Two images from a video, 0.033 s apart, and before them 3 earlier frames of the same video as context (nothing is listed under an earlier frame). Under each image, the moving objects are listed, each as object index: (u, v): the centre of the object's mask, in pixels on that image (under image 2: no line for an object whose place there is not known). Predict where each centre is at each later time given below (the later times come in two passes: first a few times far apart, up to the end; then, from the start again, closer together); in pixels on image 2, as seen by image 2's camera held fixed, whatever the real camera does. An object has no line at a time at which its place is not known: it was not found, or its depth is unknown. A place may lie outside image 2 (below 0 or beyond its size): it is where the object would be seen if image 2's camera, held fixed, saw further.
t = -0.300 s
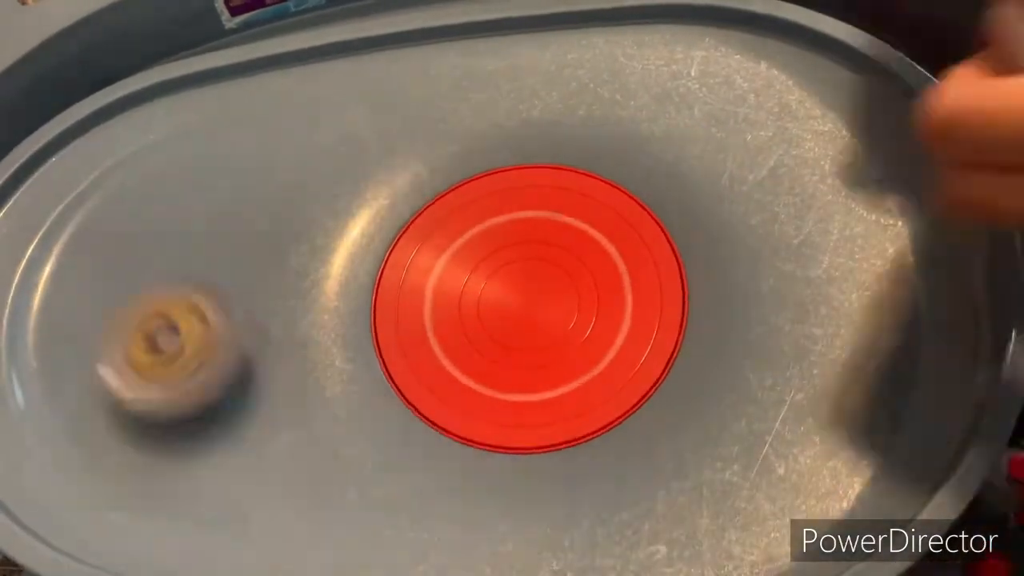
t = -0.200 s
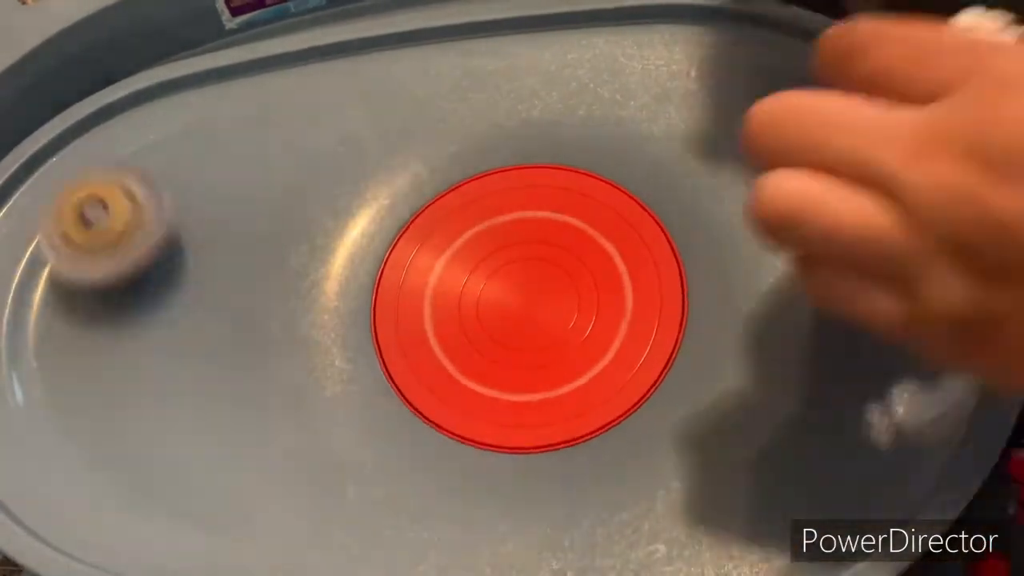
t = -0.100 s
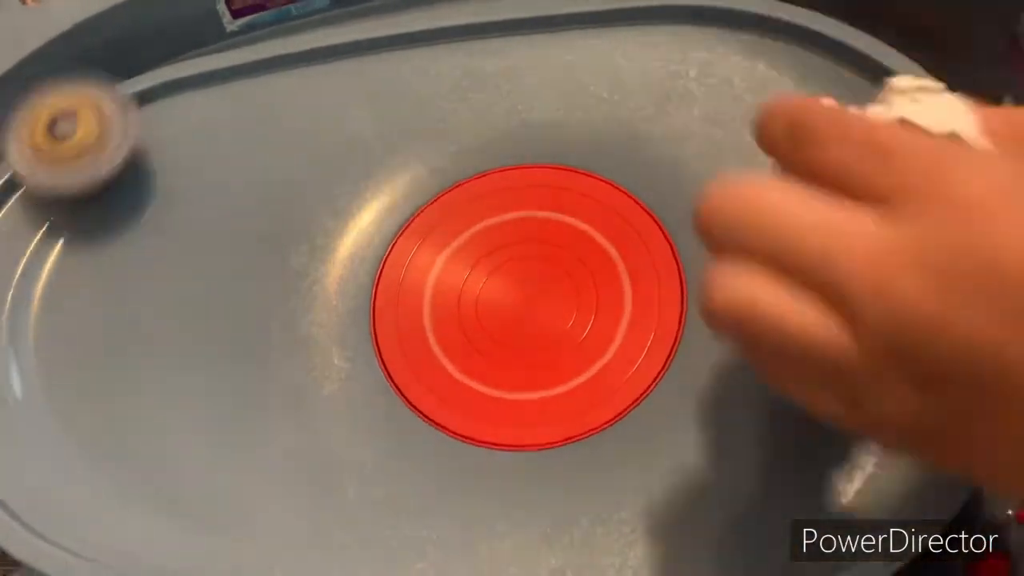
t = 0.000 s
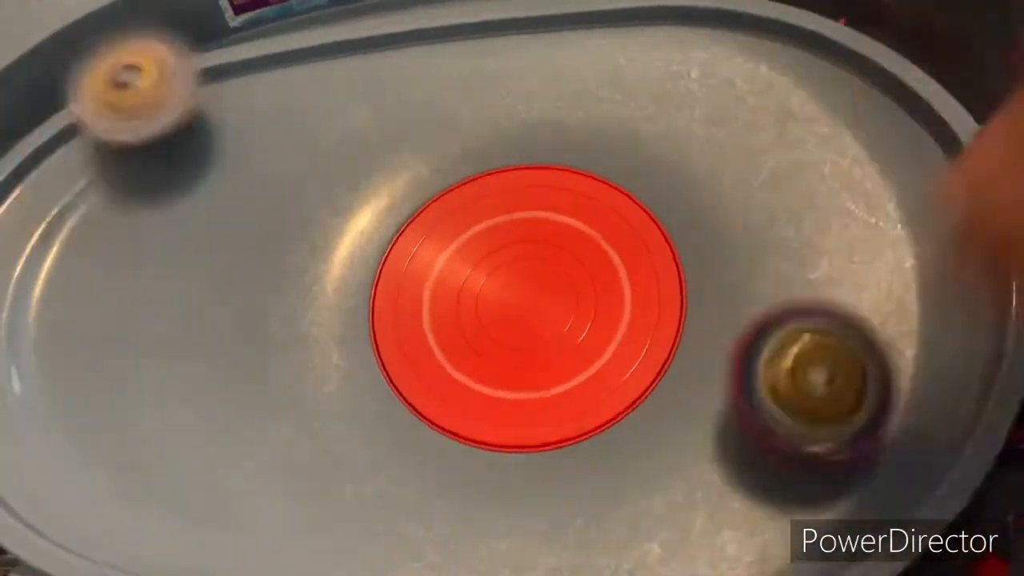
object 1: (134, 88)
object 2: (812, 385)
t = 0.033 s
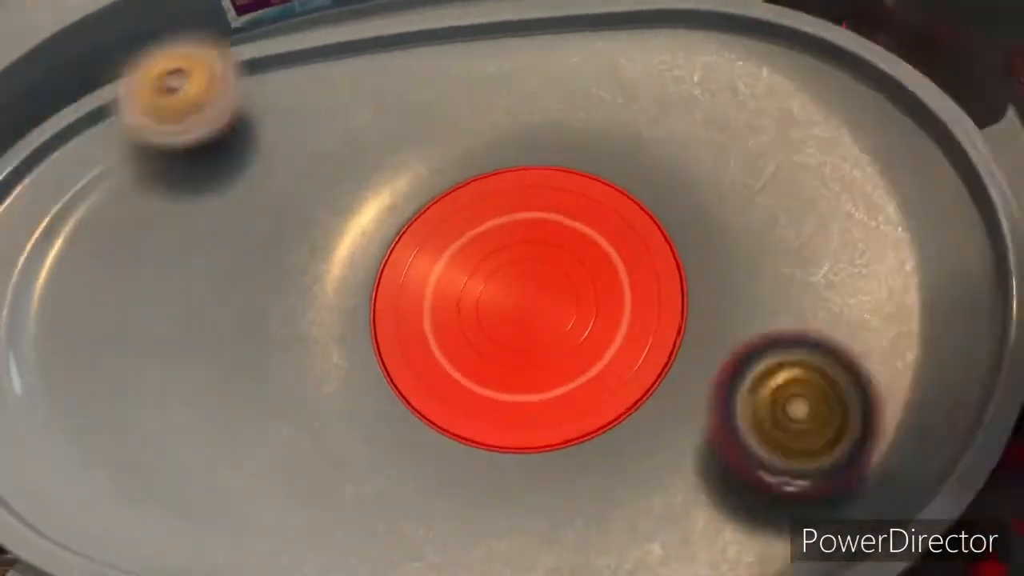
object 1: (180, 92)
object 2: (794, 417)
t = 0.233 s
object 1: (458, 65)
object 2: (654, 469)
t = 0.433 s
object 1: (778, 191)
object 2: (498, 380)
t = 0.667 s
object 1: (694, 483)
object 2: (364, 146)
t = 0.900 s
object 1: (266, 400)
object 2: (402, 105)
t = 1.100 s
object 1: (147, 153)
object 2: (459, 257)
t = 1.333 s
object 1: (272, 98)
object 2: (532, 363)
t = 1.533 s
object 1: (517, 104)
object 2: (402, 328)
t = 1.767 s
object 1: (705, 389)
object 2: (410, 159)
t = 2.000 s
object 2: (667, 207)
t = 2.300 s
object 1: (279, 249)
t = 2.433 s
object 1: (421, 136)
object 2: (446, 360)
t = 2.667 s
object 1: (734, 216)
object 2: (302, 160)
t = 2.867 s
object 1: (753, 498)
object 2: (284, 167)
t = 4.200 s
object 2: (640, 296)
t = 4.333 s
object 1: (759, 248)
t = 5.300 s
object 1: (685, 193)
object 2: (526, 305)
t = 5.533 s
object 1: (840, 316)
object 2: (494, 193)
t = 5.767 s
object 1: (668, 389)
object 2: (640, 175)
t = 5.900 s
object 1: (476, 392)
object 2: (645, 282)
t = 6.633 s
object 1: (421, 79)
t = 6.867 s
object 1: (414, 188)
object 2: (773, 95)
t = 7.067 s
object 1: (492, 277)
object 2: (828, 111)
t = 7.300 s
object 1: (569, 329)
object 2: (737, 224)
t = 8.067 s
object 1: (565, 126)
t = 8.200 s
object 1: (643, 187)
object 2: (410, 182)
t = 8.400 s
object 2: (454, 41)
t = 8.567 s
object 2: (395, 108)
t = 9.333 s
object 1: (590, 146)
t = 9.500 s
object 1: (744, 206)
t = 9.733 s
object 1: (894, 296)
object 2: (719, 267)
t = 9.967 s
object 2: (605, 164)
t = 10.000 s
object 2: (576, 143)
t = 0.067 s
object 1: (225, 94)
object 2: (775, 433)
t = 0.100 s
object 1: (268, 91)
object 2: (753, 449)
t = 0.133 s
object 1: (309, 83)
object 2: (727, 462)
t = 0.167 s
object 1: (354, 74)
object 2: (704, 469)
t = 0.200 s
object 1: (406, 68)
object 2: (680, 471)
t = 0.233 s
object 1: (458, 65)
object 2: (654, 469)
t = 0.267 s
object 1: (515, 69)
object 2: (629, 464)
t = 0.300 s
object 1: (569, 78)
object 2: (603, 453)
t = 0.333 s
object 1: (625, 94)
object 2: (577, 439)
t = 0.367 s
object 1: (681, 122)
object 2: (553, 419)
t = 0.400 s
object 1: (734, 152)
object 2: (527, 401)
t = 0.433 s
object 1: (778, 191)
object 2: (498, 380)
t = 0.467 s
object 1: (818, 236)
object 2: (463, 348)
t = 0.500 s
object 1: (853, 288)
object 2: (433, 320)
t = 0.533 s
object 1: (877, 349)
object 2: (402, 281)
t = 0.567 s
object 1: (891, 408)
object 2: (378, 246)
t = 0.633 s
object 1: (765, 459)
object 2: (363, 172)
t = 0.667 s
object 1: (694, 483)
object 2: (364, 146)
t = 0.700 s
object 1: (620, 496)
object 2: (369, 124)
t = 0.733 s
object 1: (554, 497)
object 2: (376, 109)
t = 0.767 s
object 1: (483, 497)
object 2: (382, 99)
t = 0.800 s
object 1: (421, 485)
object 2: (388, 93)
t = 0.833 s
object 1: (357, 461)
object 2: (393, 92)
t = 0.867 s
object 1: (311, 436)
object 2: (399, 96)
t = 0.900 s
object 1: (266, 400)
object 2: (402, 105)
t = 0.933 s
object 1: (230, 366)
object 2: (405, 122)
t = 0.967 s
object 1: (200, 323)
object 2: (410, 142)
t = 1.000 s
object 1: (177, 279)
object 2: (414, 166)
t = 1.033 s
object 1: (162, 235)
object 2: (423, 198)
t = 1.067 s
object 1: (153, 193)
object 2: (440, 228)
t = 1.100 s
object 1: (147, 153)
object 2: (459, 257)
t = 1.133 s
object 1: (143, 114)
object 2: (482, 282)
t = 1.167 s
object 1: (142, 83)
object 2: (503, 301)
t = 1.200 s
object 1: (157, 81)
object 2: (522, 320)
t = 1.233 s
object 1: (184, 88)
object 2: (534, 334)
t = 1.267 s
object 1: (212, 91)
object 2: (540, 345)
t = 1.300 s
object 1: (242, 94)
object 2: (539, 356)
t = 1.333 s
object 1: (272, 98)
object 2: (532, 363)
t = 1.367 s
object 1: (304, 96)
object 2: (520, 369)
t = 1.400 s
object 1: (338, 93)
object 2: (501, 369)
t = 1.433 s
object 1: (377, 89)
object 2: (480, 369)
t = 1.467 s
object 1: (421, 87)
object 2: (453, 362)
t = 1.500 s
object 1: (464, 93)
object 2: (429, 348)
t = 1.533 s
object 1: (517, 104)
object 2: (402, 328)
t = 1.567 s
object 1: (564, 124)
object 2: (381, 302)
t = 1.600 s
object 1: (609, 152)
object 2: (364, 274)
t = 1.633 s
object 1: (650, 186)
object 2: (356, 241)
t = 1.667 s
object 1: (684, 226)
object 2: (361, 210)
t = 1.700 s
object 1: (704, 276)
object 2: (372, 187)
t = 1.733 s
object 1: (711, 332)
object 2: (389, 171)
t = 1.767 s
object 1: (705, 389)
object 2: (410, 159)
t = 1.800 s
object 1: (685, 452)
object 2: (436, 154)
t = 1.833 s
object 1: (659, 505)
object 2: (464, 154)
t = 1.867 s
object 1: (616, 536)
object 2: (496, 156)
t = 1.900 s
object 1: (567, 550)
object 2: (535, 161)
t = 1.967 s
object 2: (622, 184)
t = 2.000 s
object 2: (667, 207)
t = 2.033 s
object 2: (698, 241)
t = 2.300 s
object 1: (279, 249)
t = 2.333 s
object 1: (303, 216)
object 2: (584, 392)
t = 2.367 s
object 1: (334, 188)
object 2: (544, 385)
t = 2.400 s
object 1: (378, 158)
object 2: (499, 377)
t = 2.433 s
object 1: (421, 136)
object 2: (446, 360)
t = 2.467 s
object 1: (469, 118)
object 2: (392, 333)
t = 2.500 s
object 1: (517, 113)
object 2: (347, 297)
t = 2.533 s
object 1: (567, 112)
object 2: (328, 257)
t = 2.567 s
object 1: (609, 122)
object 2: (316, 225)
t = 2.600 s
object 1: (658, 145)
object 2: (310, 198)
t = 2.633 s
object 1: (701, 175)
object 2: (305, 176)
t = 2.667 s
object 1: (734, 216)
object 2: (302, 160)
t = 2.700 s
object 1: (765, 258)
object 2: (299, 150)
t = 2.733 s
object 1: (786, 306)
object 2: (297, 146)
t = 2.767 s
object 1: (794, 357)
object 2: (294, 146)
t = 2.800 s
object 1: (791, 411)
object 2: (291, 149)
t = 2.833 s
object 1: (782, 455)
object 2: (287, 157)
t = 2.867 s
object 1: (753, 498)
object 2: (284, 167)
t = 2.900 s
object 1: (717, 524)
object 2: (279, 181)
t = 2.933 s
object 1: (686, 535)
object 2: (275, 197)
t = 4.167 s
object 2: (624, 288)
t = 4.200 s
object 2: (640, 296)
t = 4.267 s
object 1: (810, 243)
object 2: (653, 329)
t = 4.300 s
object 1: (787, 246)
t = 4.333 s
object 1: (759, 248)
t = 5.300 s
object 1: (685, 193)
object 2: (526, 305)
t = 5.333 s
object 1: (740, 214)
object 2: (518, 307)
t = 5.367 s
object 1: (778, 230)
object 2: (503, 300)
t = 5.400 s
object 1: (808, 244)
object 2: (489, 291)
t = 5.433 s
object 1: (829, 265)
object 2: (479, 269)
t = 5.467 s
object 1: (837, 281)
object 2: (476, 246)
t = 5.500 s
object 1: (841, 298)
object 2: (481, 218)
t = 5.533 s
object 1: (840, 316)
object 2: (494, 193)
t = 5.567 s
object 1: (827, 332)
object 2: (518, 168)
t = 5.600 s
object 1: (816, 345)
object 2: (547, 148)
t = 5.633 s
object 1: (793, 360)
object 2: (579, 139)
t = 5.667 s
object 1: (769, 371)
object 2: (607, 143)
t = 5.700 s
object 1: (739, 380)
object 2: (626, 151)
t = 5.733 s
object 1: (705, 386)
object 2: (635, 166)
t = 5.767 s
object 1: (668, 389)
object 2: (640, 175)
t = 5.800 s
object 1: (627, 394)
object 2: (641, 191)
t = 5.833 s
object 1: (588, 397)
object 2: (643, 212)
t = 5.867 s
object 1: (537, 398)
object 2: (645, 243)
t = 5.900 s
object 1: (476, 392)
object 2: (645, 282)
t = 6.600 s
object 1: (397, 71)
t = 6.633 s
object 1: (421, 79)
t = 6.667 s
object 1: (448, 91)
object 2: (672, 195)
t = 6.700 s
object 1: (475, 107)
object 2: (650, 160)
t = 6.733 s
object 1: (492, 119)
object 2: (631, 138)
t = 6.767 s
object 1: (462, 131)
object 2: (667, 128)
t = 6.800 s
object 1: (436, 144)
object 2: (702, 118)
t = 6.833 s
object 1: (421, 166)
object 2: (734, 109)
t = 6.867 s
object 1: (414, 188)
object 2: (773, 95)
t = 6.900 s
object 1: (414, 208)
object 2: (806, 87)
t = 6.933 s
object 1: (420, 234)
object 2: (839, 76)
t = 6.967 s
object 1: (430, 250)
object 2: (859, 64)
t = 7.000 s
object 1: (451, 263)
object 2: (860, 74)
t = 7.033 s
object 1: (470, 271)
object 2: (843, 96)
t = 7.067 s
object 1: (492, 277)
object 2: (828, 111)
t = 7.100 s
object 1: (516, 275)
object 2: (813, 130)
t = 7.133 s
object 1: (536, 272)
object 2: (795, 151)
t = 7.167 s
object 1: (556, 272)
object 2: (777, 171)
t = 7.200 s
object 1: (579, 276)
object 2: (757, 193)
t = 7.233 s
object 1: (596, 281)
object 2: (737, 214)
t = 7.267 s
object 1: (592, 299)
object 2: (729, 224)
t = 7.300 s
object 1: (569, 329)
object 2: (737, 224)
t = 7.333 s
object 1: (540, 355)
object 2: (736, 223)
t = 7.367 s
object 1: (500, 380)
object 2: (729, 224)
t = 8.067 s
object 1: (565, 126)
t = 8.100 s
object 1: (590, 133)
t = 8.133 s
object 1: (612, 150)
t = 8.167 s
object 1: (631, 169)
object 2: (411, 233)
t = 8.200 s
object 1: (643, 187)
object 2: (410, 182)
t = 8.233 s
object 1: (653, 217)
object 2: (420, 143)
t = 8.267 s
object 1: (660, 248)
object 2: (430, 109)
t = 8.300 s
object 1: (663, 288)
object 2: (439, 84)
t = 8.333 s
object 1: (656, 333)
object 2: (447, 61)
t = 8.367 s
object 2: (452, 47)
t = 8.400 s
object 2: (454, 41)
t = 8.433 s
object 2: (453, 49)
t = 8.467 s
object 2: (445, 61)
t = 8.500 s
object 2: (432, 76)
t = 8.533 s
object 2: (415, 91)
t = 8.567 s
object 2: (395, 108)
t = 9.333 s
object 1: (590, 146)
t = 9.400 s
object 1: (668, 154)
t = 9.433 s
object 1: (696, 172)
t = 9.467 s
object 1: (722, 190)
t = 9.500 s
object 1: (744, 206)
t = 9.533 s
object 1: (762, 217)
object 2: (534, 259)
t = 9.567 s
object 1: (783, 229)
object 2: (574, 250)
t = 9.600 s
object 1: (801, 246)
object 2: (624, 241)
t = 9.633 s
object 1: (825, 258)
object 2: (666, 247)
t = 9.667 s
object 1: (846, 270)
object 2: (698, 257)
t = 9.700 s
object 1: (871, 281)
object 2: (712, 263)
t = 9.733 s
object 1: (894, 296)
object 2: (719, 267)
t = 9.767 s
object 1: (914, 311)
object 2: (716, 271)
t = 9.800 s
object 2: (710, 270)
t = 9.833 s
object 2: (698, 264)
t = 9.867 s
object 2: (685, 258)
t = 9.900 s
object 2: (665, 223)
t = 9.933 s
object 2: (639, 191)
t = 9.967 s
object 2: (605, 164)
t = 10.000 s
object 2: (576, 143)
